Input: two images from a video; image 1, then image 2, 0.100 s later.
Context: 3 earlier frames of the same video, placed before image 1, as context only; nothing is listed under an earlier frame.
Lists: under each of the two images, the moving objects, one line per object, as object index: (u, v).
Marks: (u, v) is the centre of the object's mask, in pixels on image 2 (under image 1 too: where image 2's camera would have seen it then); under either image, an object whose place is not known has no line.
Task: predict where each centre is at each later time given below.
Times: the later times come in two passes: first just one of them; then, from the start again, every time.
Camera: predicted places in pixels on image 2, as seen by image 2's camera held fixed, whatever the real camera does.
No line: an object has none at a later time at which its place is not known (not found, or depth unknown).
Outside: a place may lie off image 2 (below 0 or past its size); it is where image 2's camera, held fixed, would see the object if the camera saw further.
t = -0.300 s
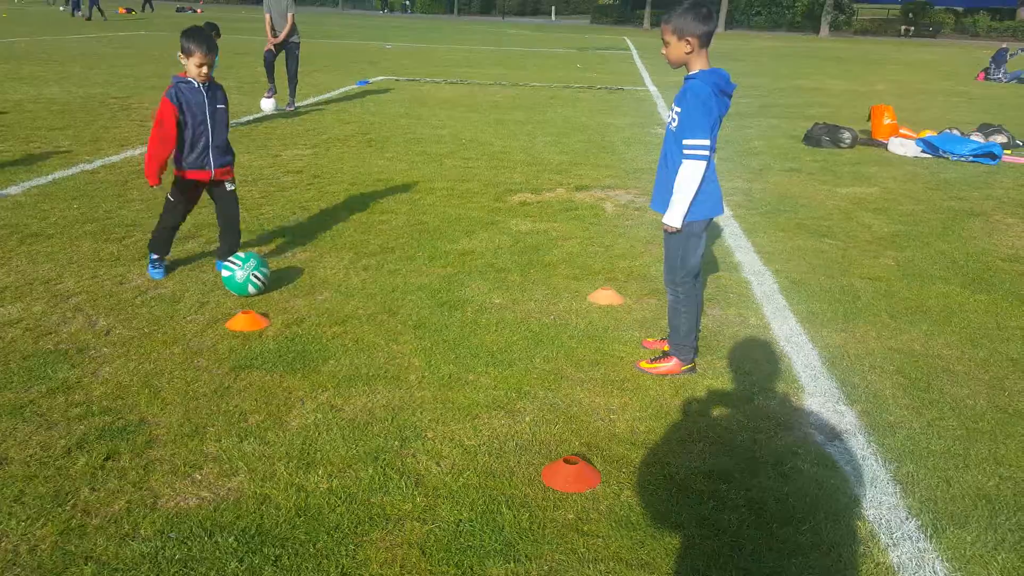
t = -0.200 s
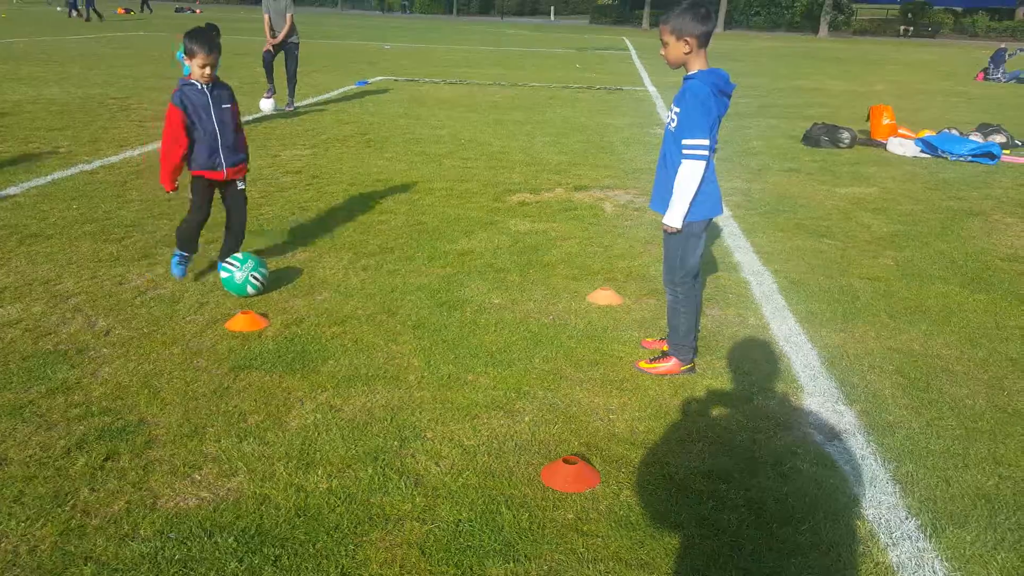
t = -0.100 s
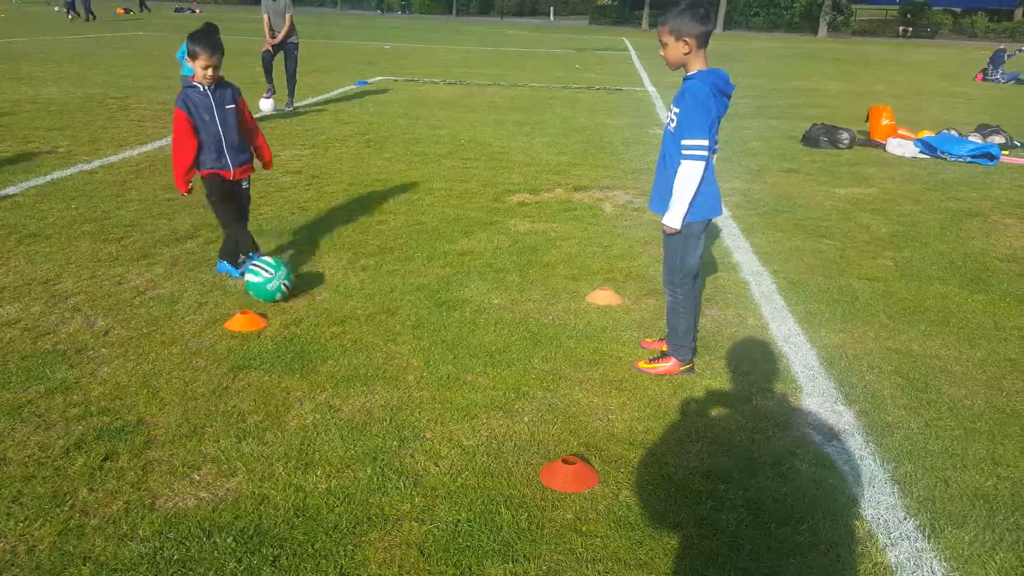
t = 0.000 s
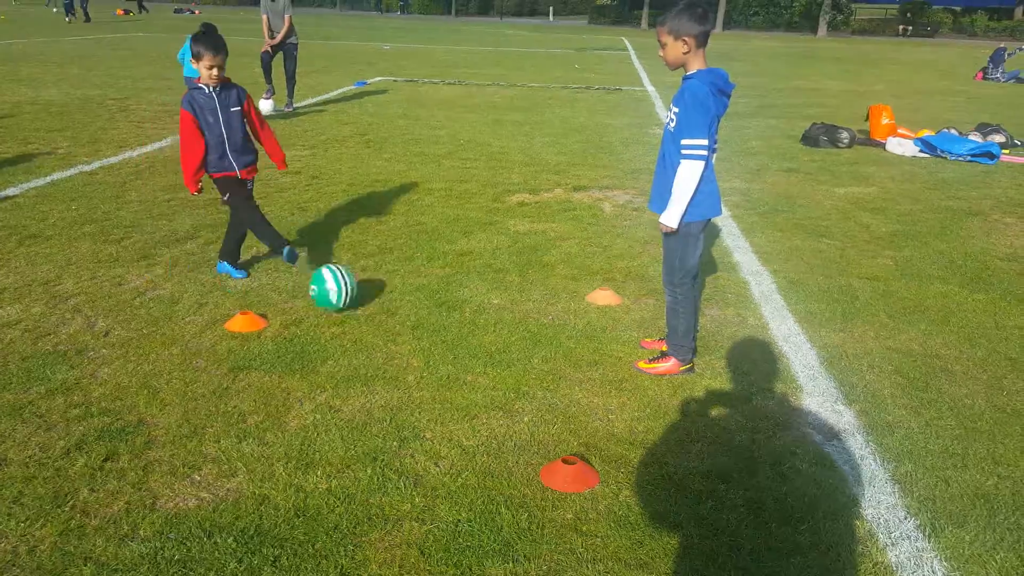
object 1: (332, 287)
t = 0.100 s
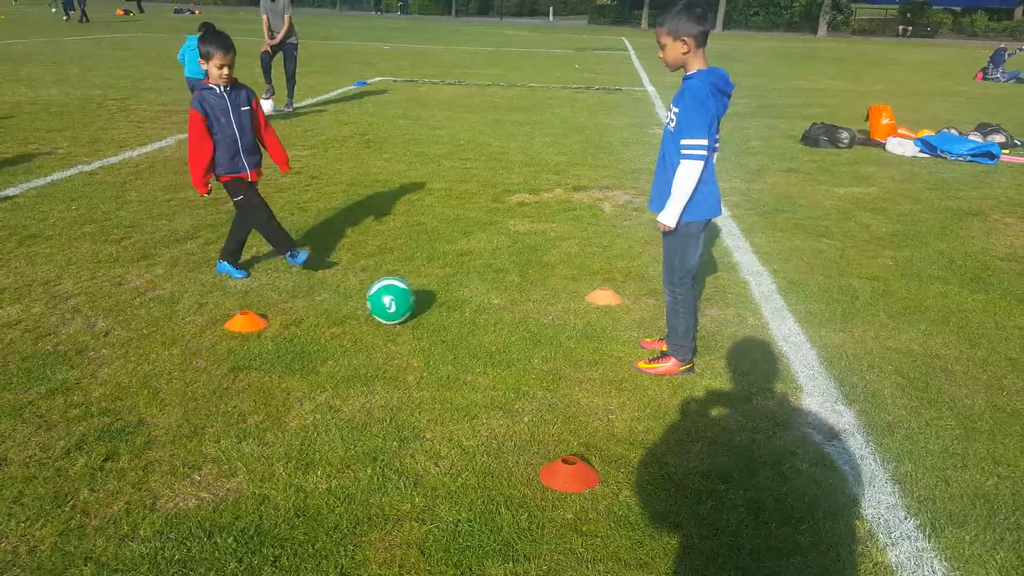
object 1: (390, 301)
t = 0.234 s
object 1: (461, 312)
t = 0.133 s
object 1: (408, 301)
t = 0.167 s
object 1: (425, 303)
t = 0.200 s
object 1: (443, 306)
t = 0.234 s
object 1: (461, 312)
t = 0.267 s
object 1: (480, 314)
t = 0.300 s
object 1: (496, 316)
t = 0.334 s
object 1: (515, 318)
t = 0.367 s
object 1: (533, 322)
